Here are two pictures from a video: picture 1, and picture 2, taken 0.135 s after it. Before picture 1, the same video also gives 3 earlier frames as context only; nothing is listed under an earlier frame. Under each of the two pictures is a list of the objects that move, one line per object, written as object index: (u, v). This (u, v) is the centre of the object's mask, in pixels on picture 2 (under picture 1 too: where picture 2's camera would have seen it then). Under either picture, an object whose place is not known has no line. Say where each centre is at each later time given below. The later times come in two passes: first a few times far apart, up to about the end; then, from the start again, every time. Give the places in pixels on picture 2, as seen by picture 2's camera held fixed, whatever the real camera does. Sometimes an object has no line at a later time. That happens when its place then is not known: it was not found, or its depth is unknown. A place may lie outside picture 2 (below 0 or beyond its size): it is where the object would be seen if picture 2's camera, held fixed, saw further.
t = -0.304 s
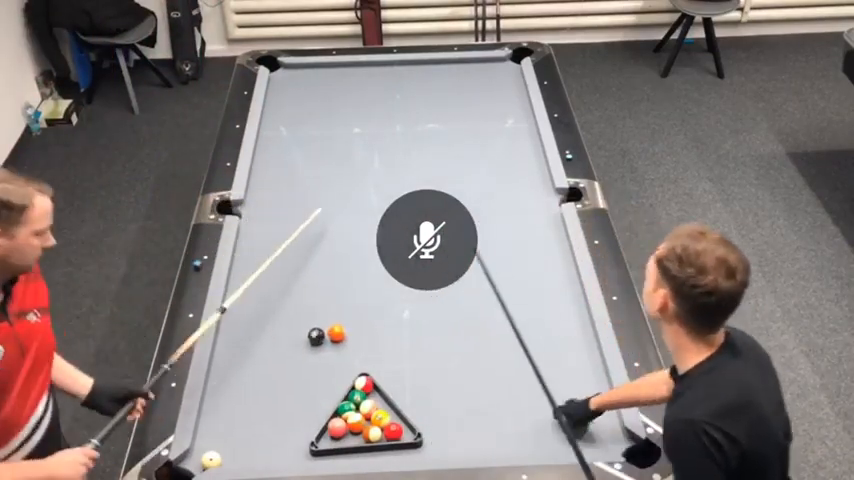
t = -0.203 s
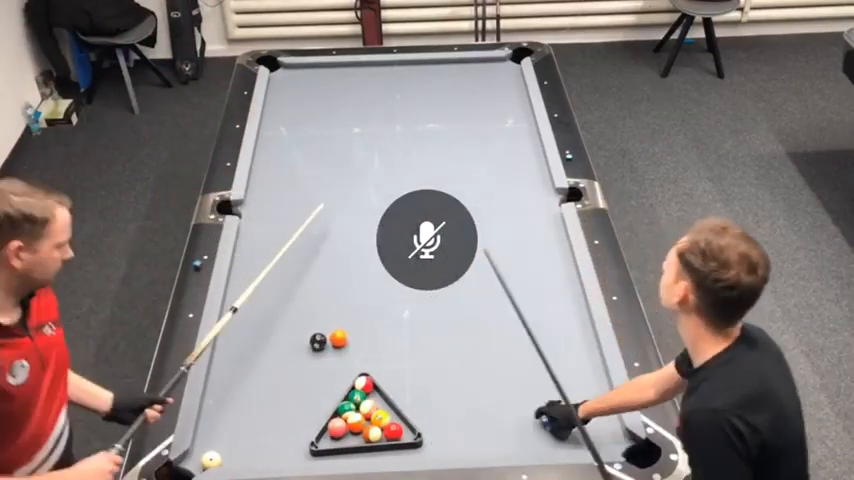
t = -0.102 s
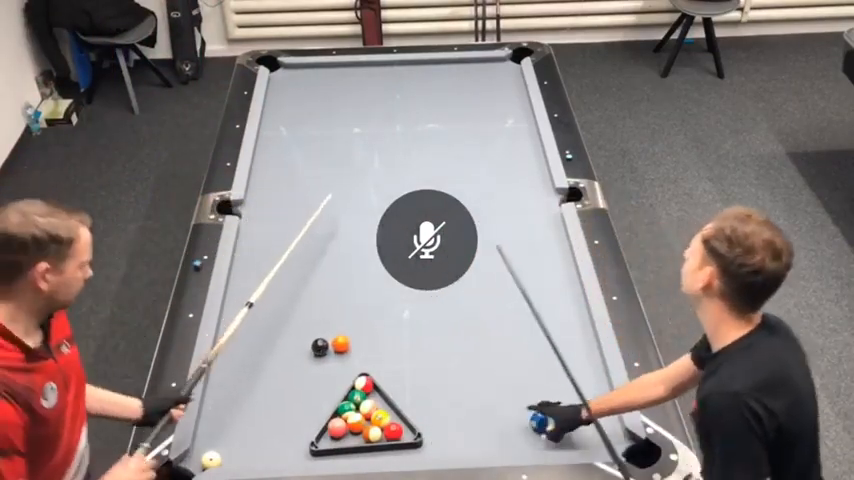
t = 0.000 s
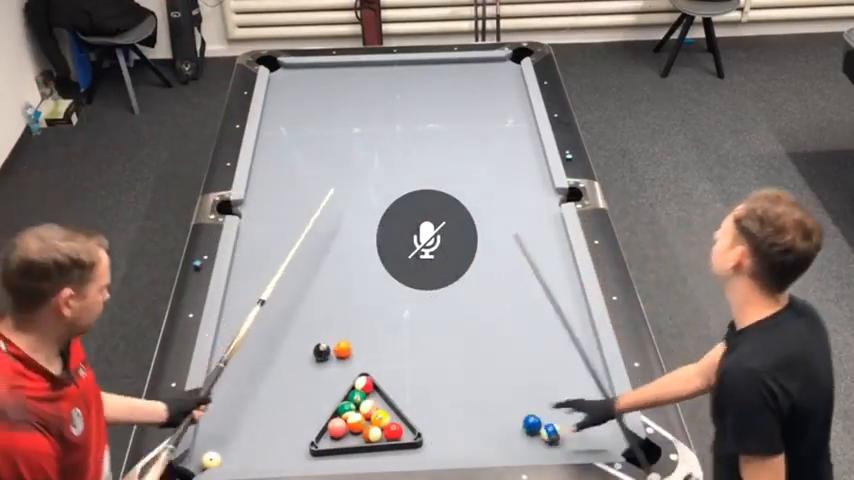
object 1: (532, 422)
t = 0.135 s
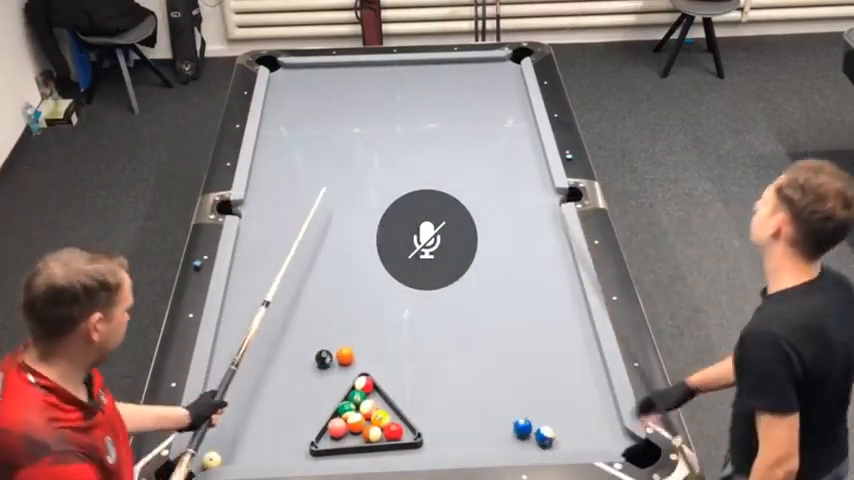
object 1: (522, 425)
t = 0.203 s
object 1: (518, 427)
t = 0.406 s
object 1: (505, 431)
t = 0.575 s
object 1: (494, 432)
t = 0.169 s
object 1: (520, 427)
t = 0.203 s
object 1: (518, 427)
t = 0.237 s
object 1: (516, 427)
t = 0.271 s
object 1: (514, 428)
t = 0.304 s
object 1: (512, 428)
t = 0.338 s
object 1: (509, 429)
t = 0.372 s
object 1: (507, 430)
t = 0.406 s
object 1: (505, 431)
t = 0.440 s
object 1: (502, 431)
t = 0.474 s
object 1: (500, 432)
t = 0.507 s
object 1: (498, 432)
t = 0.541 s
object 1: (496, 431)
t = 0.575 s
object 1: (494, 432)
